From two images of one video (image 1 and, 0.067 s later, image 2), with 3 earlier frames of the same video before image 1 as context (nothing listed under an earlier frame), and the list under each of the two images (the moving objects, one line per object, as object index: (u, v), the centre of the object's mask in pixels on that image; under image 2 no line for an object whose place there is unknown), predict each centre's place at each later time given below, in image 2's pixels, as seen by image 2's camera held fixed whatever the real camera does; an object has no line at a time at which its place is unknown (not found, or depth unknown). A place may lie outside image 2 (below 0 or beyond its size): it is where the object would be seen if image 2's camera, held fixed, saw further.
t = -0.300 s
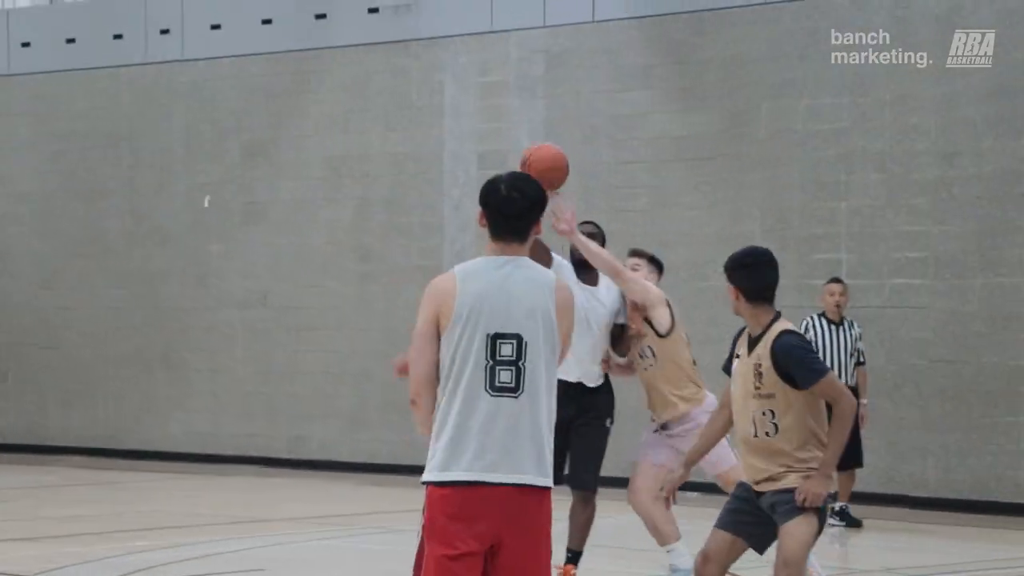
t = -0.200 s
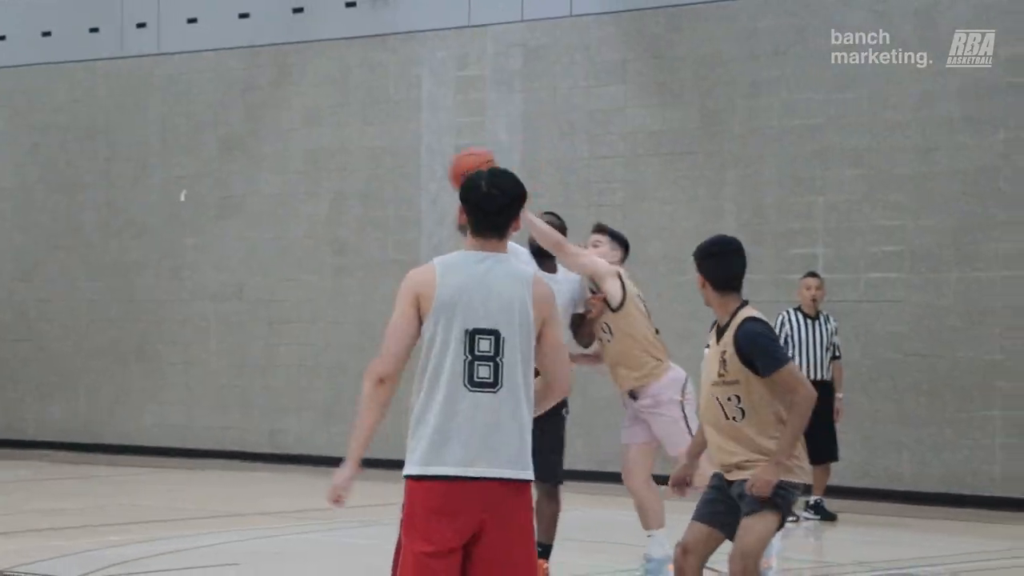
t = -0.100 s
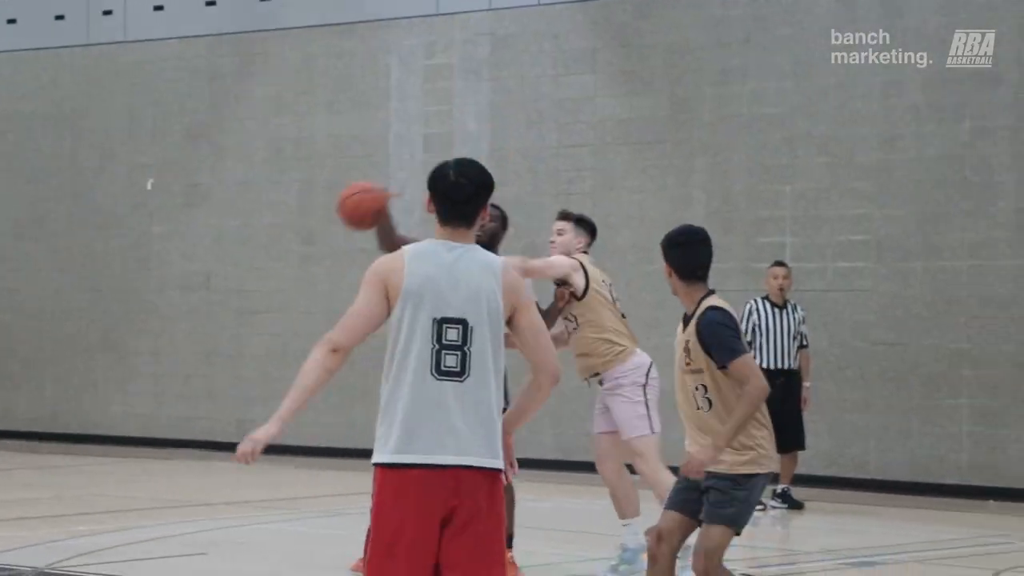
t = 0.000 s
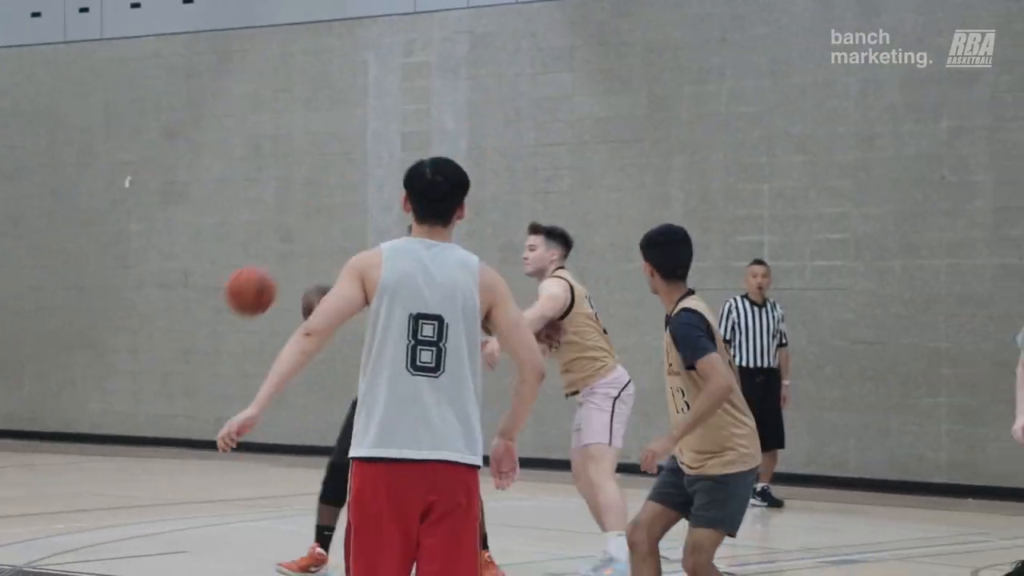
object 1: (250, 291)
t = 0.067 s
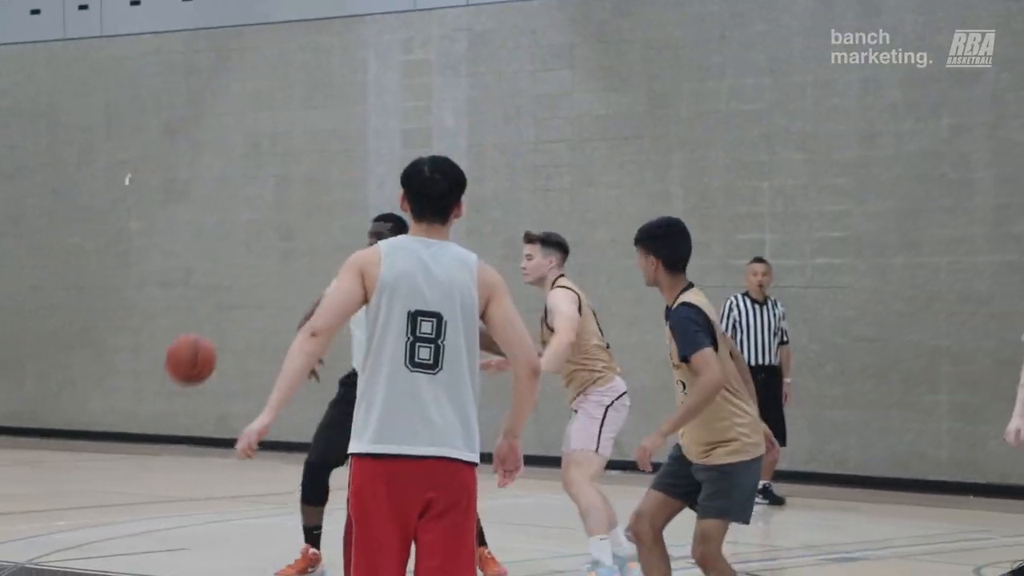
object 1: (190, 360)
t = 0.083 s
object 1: (177, 382)
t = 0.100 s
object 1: (162, 402)
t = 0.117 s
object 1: (144, 420)
